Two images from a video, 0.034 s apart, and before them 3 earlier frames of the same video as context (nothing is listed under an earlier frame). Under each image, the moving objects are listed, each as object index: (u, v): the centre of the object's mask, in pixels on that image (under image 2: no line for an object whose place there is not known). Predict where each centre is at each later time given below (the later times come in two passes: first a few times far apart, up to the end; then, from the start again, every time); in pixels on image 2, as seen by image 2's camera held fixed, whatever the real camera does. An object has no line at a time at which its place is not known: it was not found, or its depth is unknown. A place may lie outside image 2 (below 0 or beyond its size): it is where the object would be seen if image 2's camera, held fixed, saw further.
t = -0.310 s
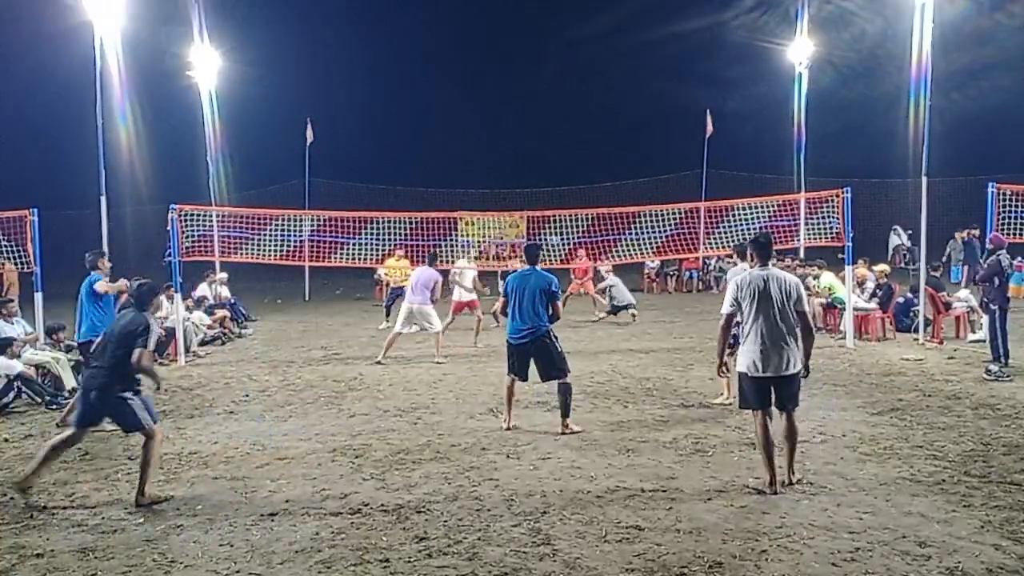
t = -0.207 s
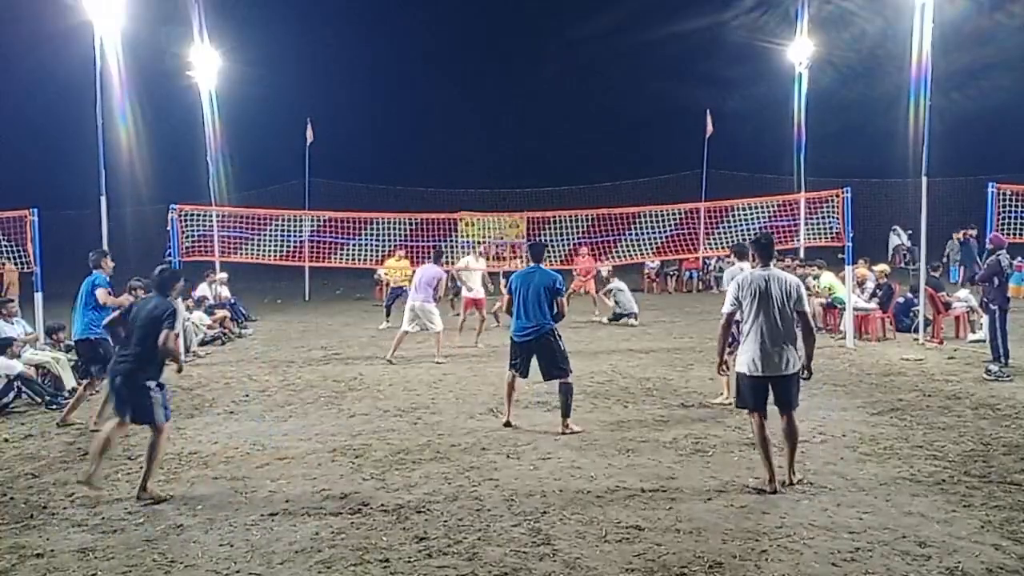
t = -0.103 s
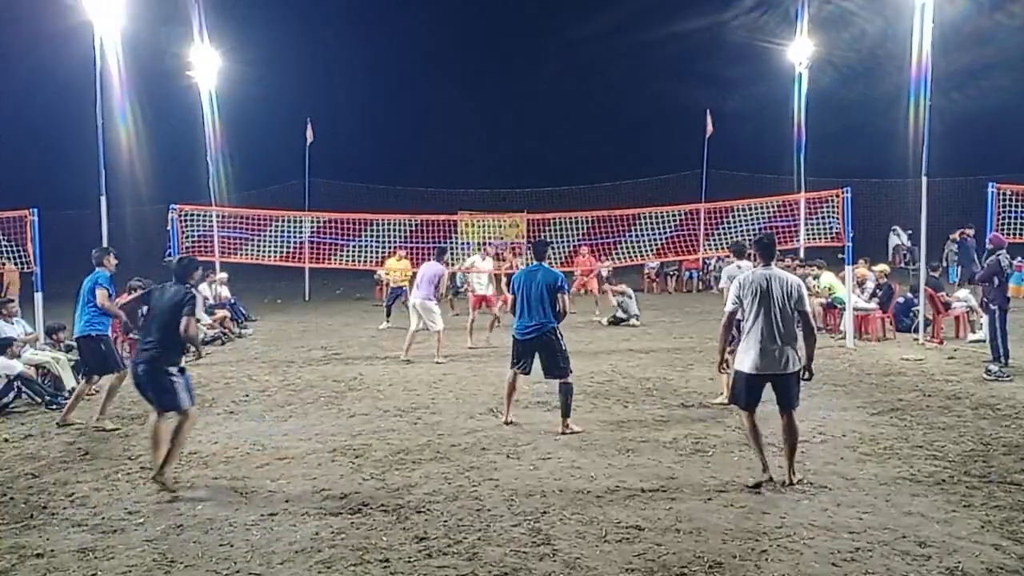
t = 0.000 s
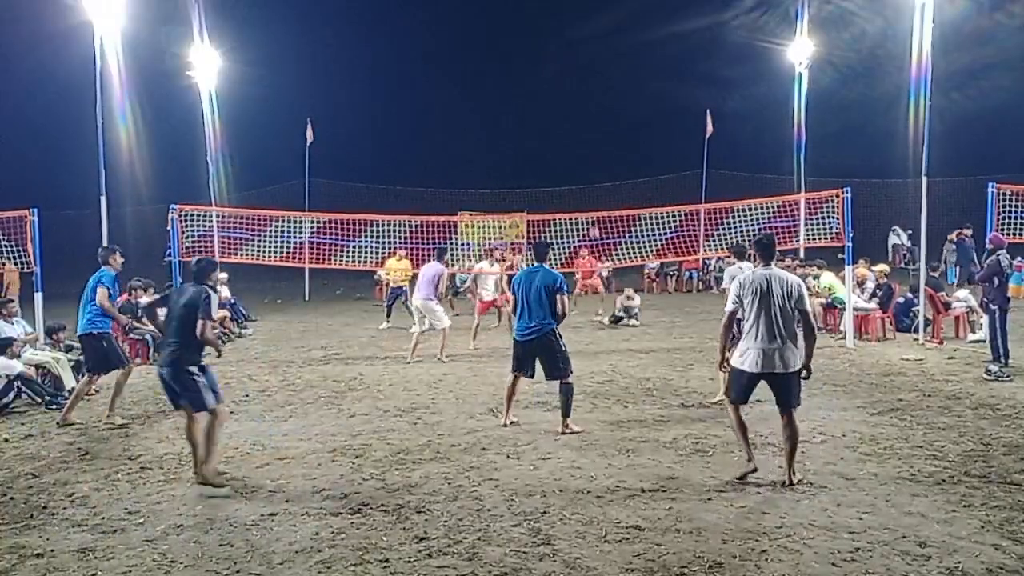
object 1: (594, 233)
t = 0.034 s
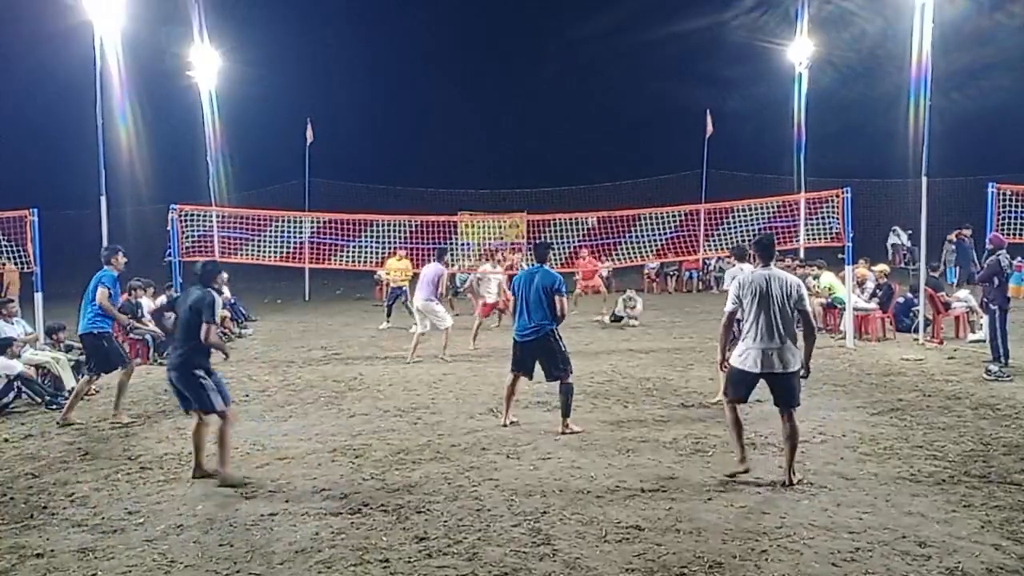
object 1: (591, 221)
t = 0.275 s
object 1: (576, 150)
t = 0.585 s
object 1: (551, 89)
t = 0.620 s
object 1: (548, 86)
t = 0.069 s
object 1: (590, 208)
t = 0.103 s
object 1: (588, 199)
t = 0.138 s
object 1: (585, 189)
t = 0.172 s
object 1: (583, 179)
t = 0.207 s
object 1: (581, 168)
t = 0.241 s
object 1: (578, 159)
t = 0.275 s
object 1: (576, 150)
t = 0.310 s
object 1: (574, 141)
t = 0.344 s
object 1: (571, 133)
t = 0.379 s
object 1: (569, 125)
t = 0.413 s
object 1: (566, 118)
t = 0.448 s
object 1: (563, 111)
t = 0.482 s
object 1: (560, 105)
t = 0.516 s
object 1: (557, 99)
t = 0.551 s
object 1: (554, 94)
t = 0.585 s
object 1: (551, 89)
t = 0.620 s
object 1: (548, 86)
